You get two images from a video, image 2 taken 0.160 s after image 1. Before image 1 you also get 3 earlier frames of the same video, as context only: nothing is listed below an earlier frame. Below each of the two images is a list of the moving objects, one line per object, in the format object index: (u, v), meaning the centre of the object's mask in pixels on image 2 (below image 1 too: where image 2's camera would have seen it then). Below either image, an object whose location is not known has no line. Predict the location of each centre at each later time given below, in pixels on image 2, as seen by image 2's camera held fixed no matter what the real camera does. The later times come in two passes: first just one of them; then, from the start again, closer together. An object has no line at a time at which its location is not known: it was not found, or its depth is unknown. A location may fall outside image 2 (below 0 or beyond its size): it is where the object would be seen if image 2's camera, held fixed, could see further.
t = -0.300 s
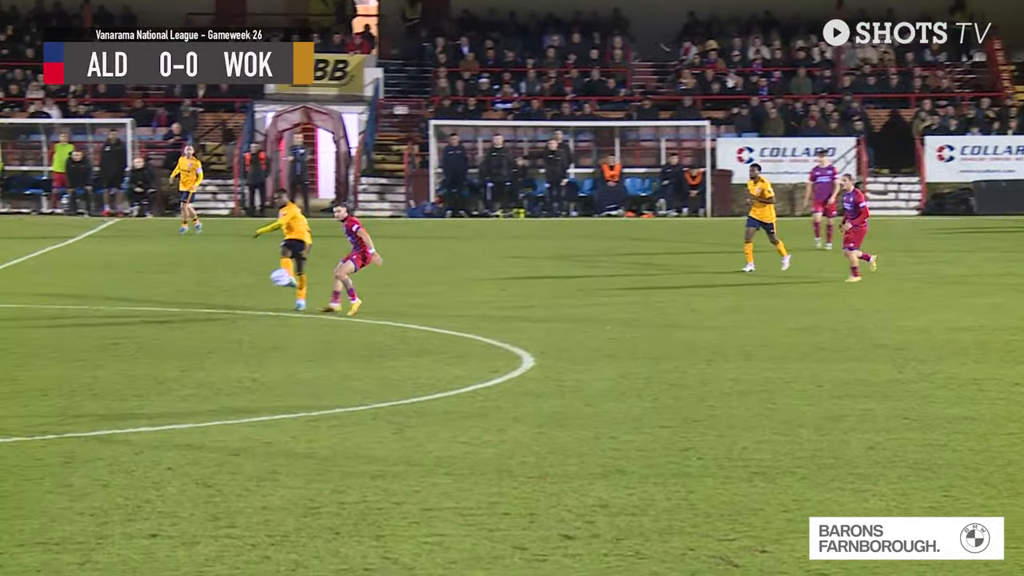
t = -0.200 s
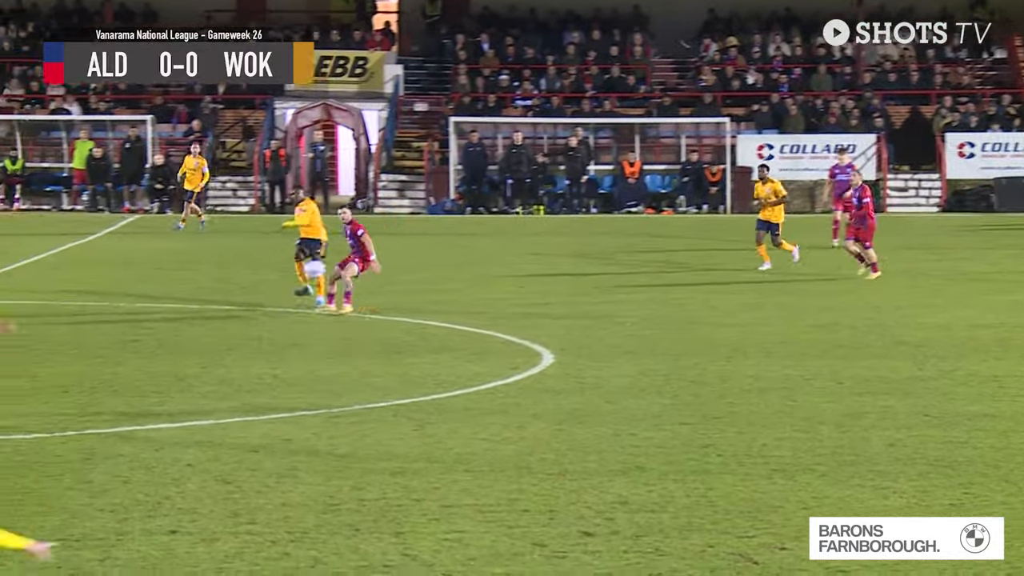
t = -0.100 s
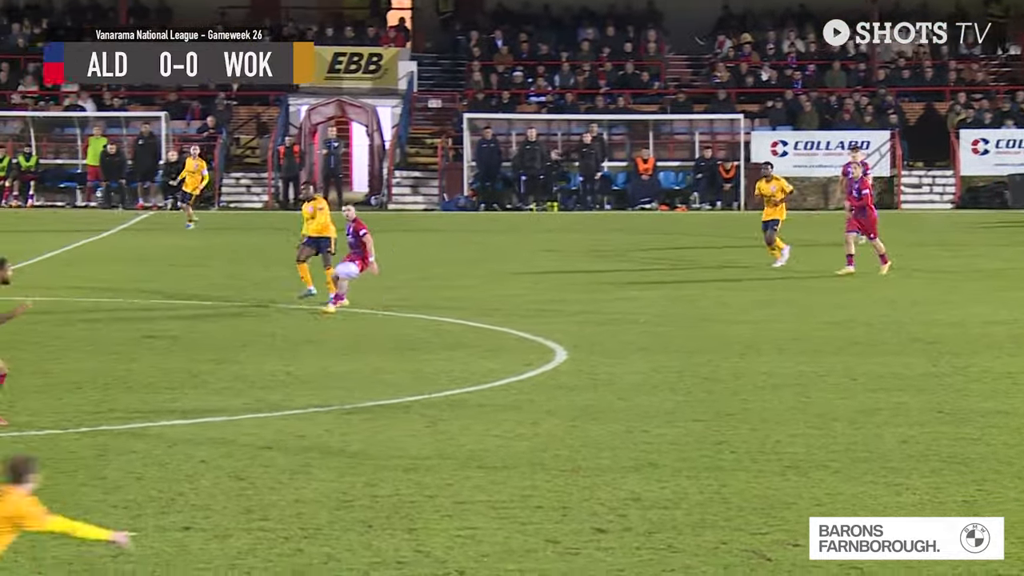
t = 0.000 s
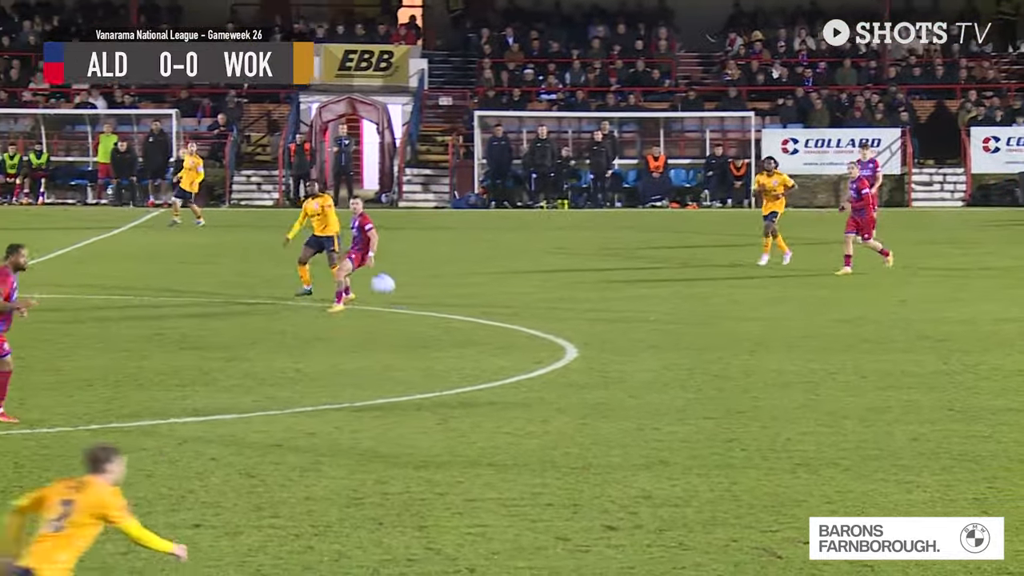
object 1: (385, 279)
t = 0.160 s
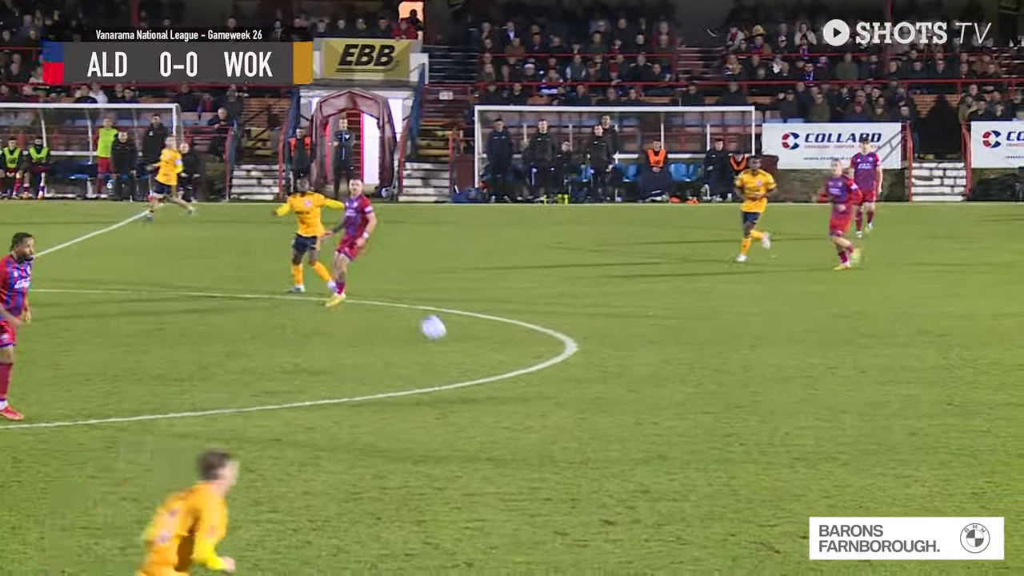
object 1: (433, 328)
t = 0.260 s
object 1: (473, 375)
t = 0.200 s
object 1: (447, 345)
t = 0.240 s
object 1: (464, 364)
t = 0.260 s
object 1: (473, 375)
